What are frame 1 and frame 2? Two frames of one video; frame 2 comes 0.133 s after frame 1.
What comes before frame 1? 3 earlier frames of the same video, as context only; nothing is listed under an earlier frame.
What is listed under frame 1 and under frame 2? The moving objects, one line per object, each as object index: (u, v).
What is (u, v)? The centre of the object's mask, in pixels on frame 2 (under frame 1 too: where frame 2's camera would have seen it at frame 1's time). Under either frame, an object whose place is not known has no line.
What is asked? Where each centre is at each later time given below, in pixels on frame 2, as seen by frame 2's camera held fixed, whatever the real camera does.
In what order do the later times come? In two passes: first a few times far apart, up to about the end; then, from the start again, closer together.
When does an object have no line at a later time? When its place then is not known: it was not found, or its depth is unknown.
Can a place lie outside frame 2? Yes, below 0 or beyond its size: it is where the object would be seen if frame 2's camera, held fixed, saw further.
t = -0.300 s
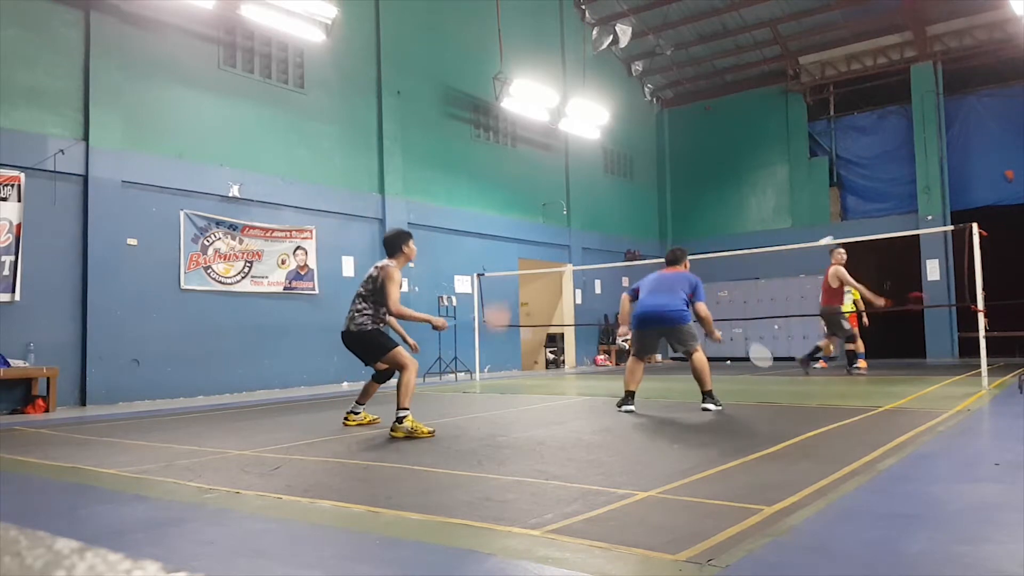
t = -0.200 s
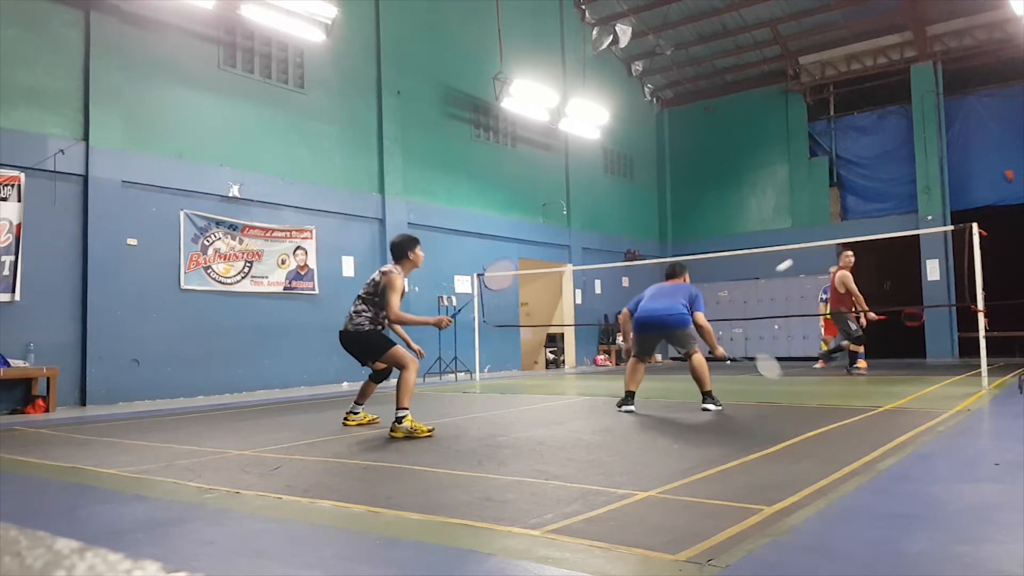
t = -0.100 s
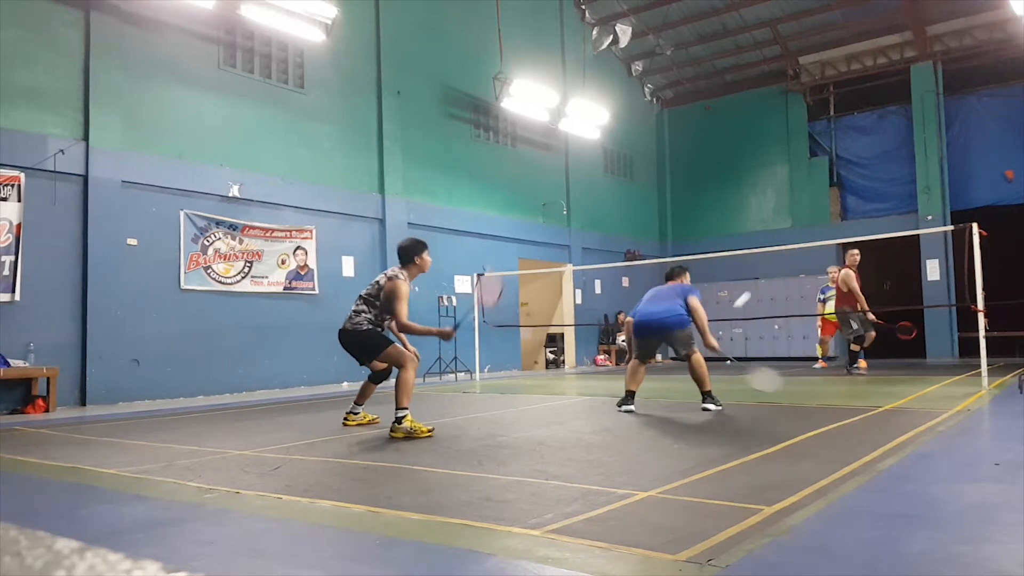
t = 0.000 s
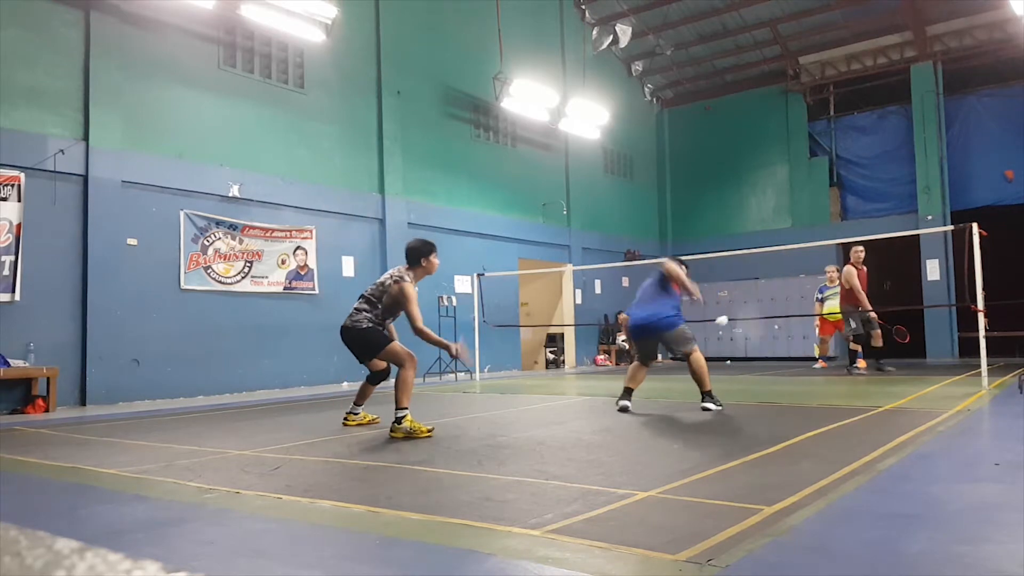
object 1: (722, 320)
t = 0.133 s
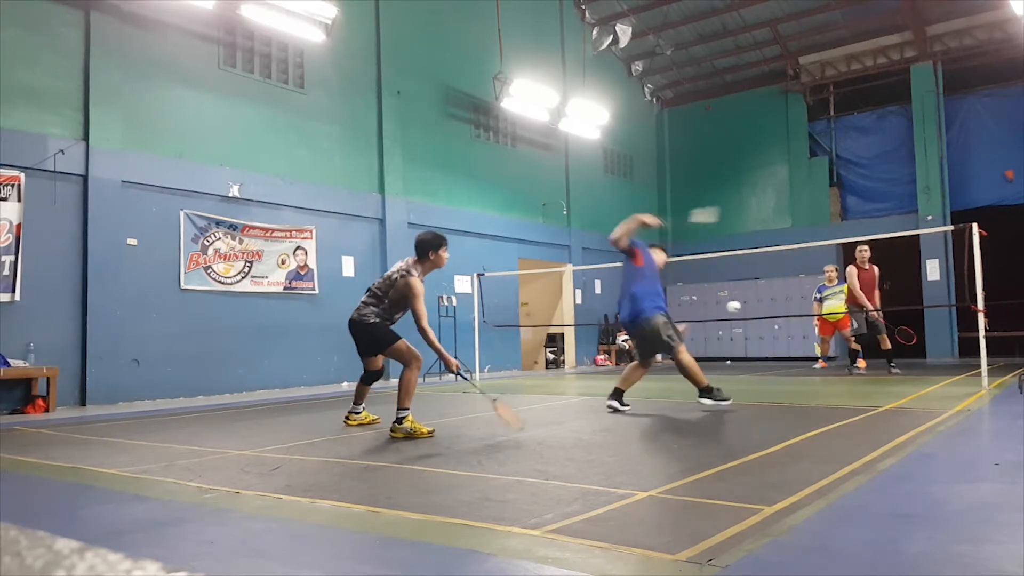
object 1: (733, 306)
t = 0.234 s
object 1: (753, 316)
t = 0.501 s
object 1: (806, 457)
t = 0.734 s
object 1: (842, 515)
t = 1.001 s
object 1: (890, 540)
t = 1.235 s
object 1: (917, 548)
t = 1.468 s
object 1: (932, 555)
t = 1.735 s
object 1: (935, 559)
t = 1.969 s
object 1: (935, 561)
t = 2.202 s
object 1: (935, 562)
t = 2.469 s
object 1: (934, 562)
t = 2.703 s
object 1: (935, 562)
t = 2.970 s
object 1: (935, 562)
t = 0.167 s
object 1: (740, 307)
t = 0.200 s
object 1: (747, 311)
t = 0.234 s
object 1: (753, 316)
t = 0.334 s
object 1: (769, 342)
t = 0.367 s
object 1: (777, 356)
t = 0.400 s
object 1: (784, 375)
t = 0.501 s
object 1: (806, 457)
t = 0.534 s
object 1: (812, 484)
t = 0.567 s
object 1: (814, 489)
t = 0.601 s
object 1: (817, 489)
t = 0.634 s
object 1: (822, 491)
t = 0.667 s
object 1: (828, 495)
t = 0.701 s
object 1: (834, 504)
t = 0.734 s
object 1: (842, 515)
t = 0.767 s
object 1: (848, 516)
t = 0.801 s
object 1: (856, 518)
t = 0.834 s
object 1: (863, 524)
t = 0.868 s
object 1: (868, 529)
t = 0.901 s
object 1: (875, 532)
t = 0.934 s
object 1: (880, 535)
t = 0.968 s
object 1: (885, 538)
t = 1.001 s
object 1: (890, 540)
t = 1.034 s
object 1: (894, 542)
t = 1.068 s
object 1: (898, 544)
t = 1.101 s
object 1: (902, 545)
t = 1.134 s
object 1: (906, 546)
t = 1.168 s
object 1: (910, 546)
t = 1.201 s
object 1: (914, 547)
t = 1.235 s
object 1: (917, 548)
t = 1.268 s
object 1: (920, 549)
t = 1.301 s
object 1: (923, 550)
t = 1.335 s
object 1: (925, 551)
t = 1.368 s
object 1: (927, 552)
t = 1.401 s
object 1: (929, 553)
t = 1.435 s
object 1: (930, 554)
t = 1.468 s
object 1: (932, 555)
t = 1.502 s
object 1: (933, 555)
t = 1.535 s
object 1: (934, 556)
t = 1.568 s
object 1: (934, 557)
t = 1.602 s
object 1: (935, 557)
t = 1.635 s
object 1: (935, 558)
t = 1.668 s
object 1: (935, 558)
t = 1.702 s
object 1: (935, 559)
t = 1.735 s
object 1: (935, 559)
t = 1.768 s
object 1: (936, 560)
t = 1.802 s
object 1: (936, 560)
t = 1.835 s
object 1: (936, 561)
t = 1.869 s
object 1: (936, 561)
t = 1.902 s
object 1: (936, 561)
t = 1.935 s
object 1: (936, 561)
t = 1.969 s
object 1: (935, 561)
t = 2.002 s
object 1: (936, 562)
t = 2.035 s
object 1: (935, 562)
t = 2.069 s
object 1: (935, 562)
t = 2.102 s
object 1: (935, 562)
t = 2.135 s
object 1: (935, 562)
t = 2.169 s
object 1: (935, 562)
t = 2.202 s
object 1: (935, 562)
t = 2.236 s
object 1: (935, 562)
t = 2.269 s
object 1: (934, 562)
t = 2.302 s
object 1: (935, 562)
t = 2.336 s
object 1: (935, 562)
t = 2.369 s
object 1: (935, 562)
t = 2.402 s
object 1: (935, 562)
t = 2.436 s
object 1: (935, 562)
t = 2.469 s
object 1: (934, 562)
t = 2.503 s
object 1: (935, 562)
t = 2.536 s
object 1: (935, 562)
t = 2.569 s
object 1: (935, 562)
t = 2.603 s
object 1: (935, 562)
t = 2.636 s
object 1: (935, 562)
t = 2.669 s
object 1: (935, 562)
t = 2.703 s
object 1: (935, 562)
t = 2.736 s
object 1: (935, 562)
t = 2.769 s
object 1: (935, 562)
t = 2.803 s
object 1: (935, 562)
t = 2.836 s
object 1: (935, 562)
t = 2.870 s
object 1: (935, 562)
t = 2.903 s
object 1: (935, 562)
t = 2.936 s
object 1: (935, 562)
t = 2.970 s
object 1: (935, 562)
